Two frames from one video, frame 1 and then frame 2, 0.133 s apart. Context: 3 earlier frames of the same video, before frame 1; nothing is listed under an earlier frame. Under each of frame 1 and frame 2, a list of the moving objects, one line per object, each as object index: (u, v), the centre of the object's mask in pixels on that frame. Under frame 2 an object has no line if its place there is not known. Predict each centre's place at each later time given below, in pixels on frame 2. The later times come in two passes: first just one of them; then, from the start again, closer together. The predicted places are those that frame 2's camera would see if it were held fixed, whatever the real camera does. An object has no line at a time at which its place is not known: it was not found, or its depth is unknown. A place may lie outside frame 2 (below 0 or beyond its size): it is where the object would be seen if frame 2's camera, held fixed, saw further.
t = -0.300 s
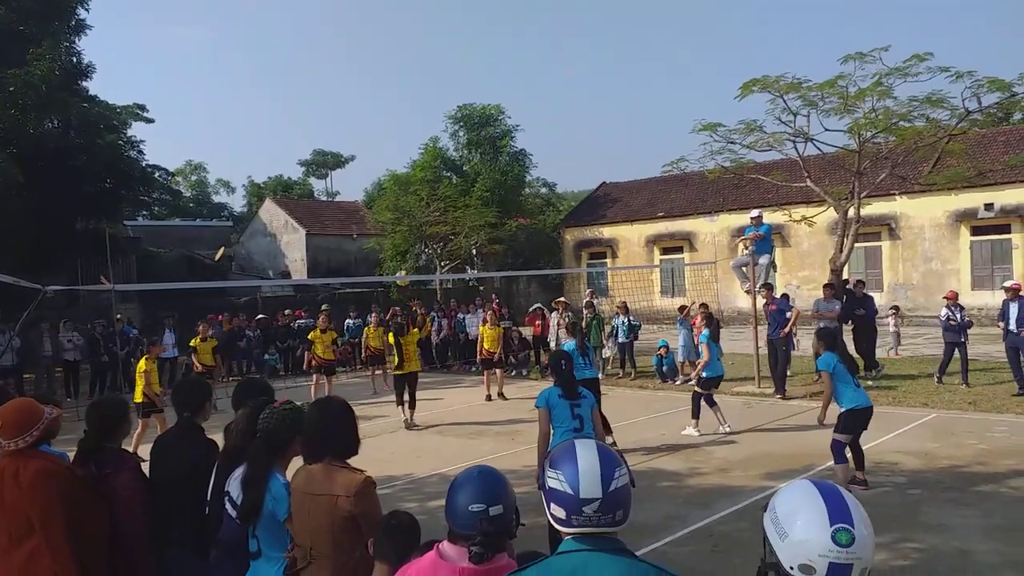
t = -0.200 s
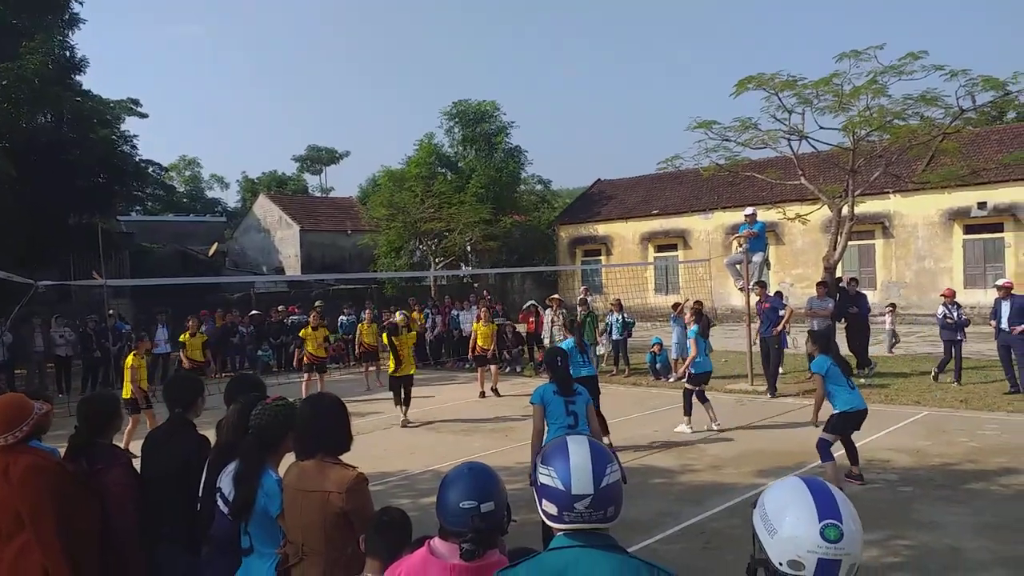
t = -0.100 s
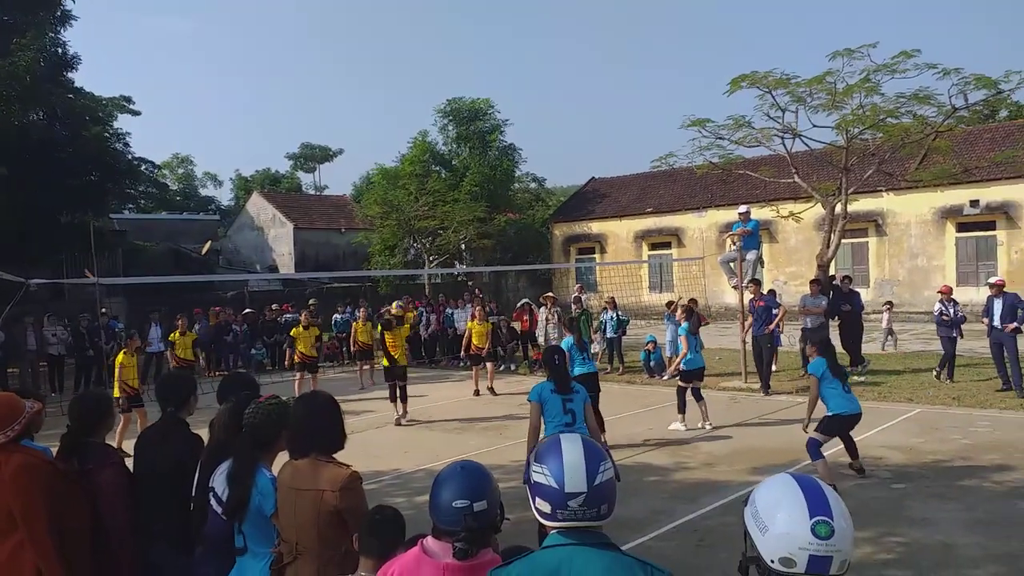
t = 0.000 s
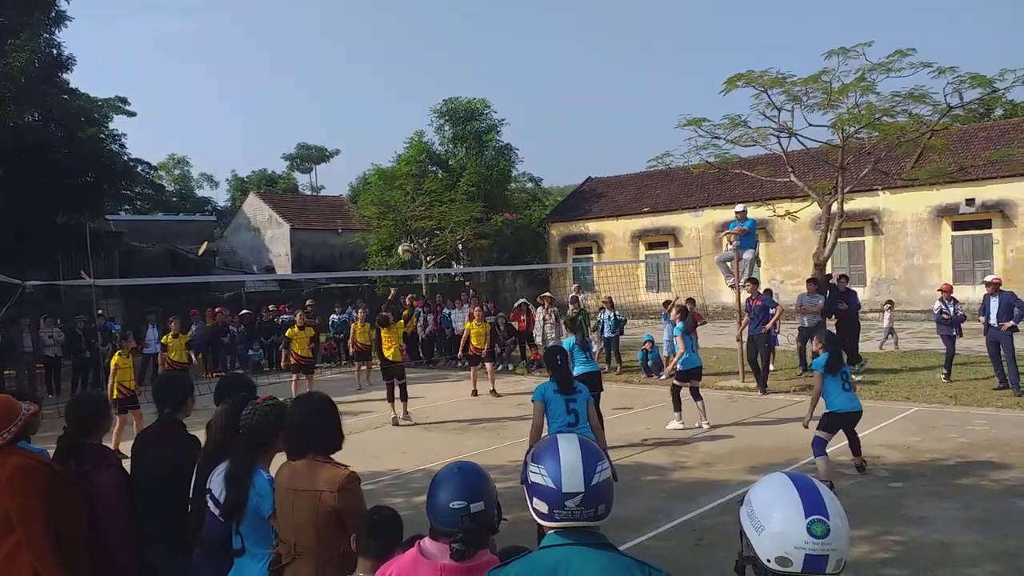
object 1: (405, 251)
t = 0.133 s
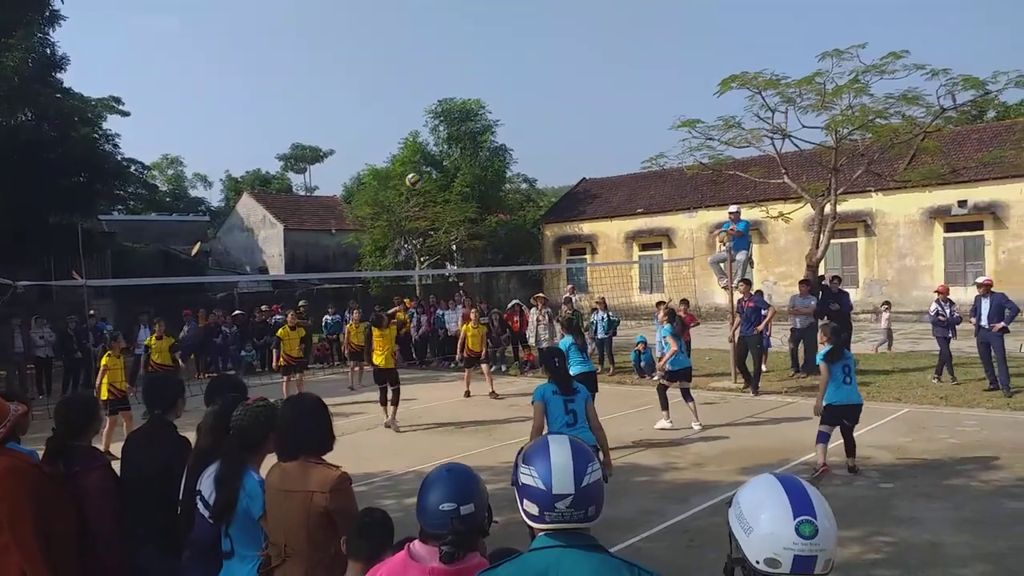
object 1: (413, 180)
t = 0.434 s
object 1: (444, 71)
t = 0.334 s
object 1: (433, 100)
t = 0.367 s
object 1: (436, 89)
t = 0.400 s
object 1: (440, 80)
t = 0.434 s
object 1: (444, 71)
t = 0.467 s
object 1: (447, 62)
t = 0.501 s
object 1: (451, 55)
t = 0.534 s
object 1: (454, 49)
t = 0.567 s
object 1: (457, 43)
